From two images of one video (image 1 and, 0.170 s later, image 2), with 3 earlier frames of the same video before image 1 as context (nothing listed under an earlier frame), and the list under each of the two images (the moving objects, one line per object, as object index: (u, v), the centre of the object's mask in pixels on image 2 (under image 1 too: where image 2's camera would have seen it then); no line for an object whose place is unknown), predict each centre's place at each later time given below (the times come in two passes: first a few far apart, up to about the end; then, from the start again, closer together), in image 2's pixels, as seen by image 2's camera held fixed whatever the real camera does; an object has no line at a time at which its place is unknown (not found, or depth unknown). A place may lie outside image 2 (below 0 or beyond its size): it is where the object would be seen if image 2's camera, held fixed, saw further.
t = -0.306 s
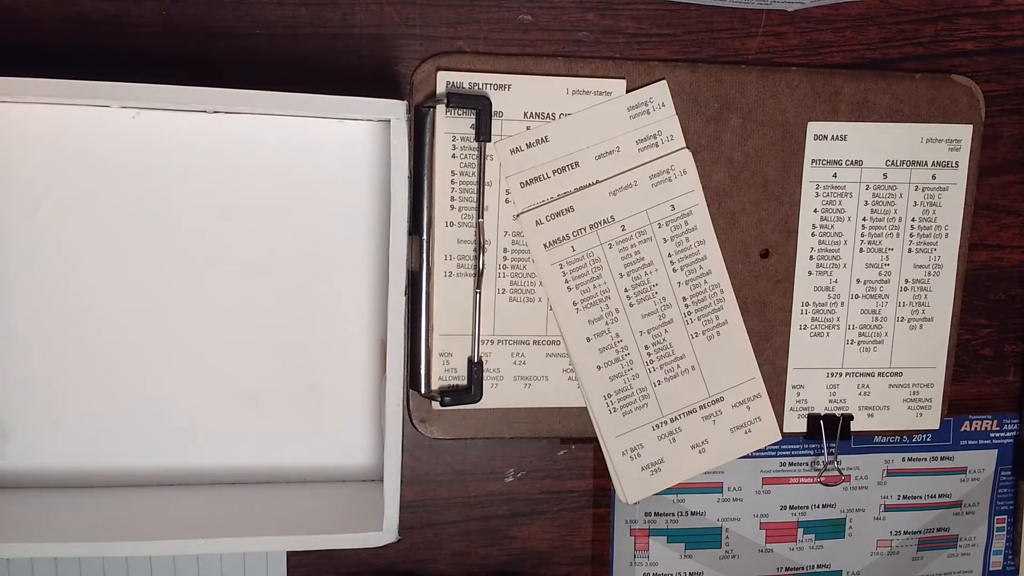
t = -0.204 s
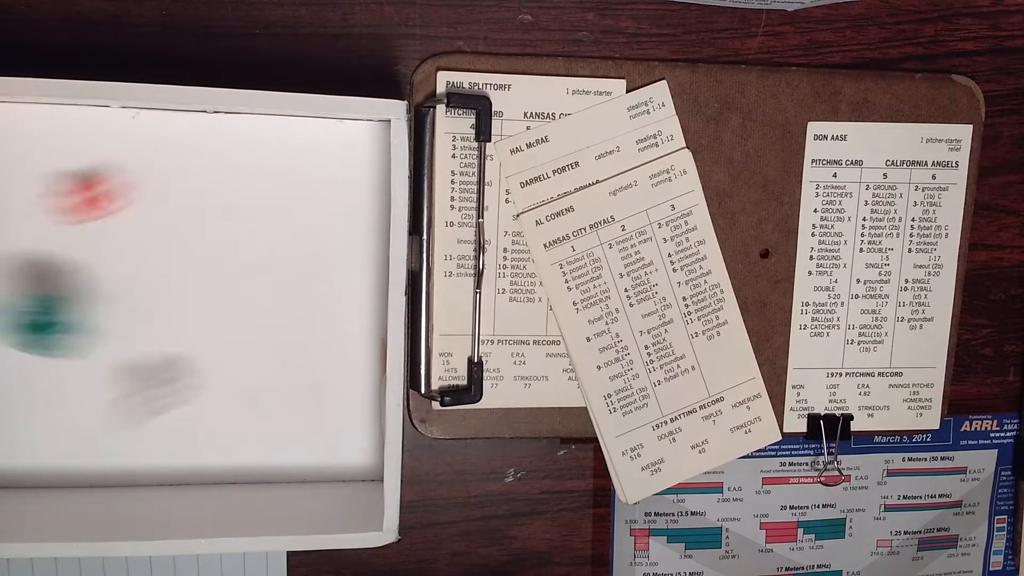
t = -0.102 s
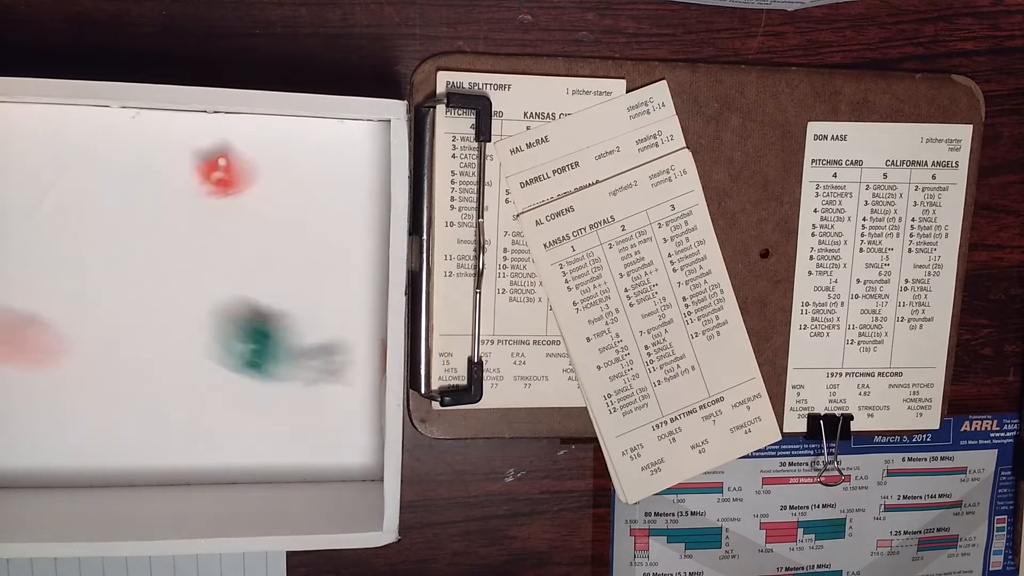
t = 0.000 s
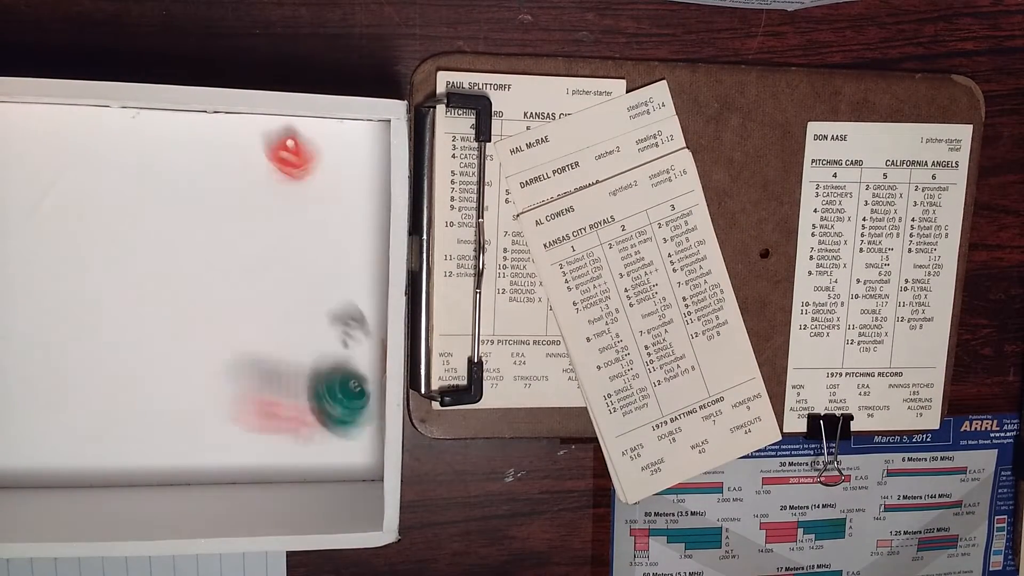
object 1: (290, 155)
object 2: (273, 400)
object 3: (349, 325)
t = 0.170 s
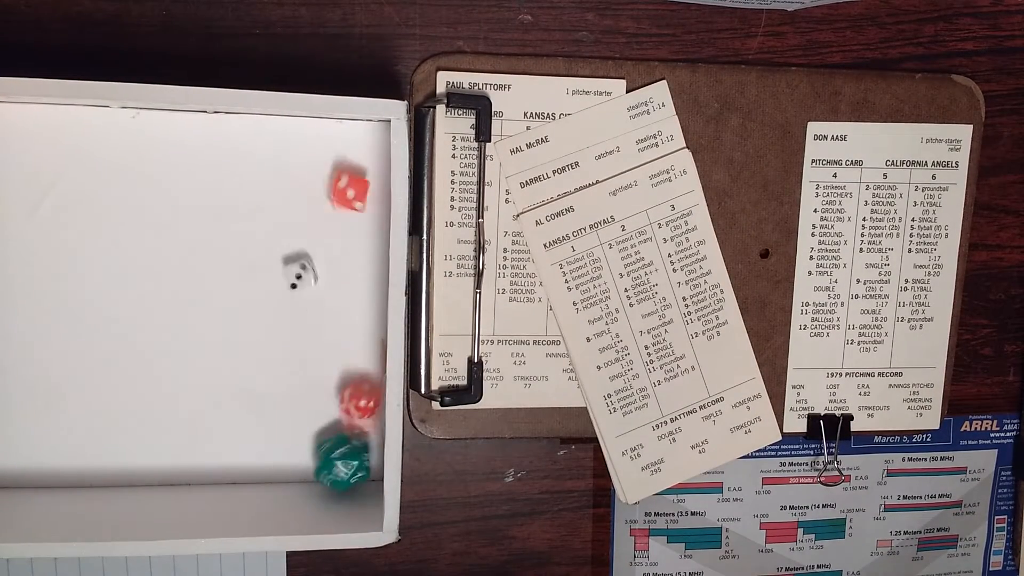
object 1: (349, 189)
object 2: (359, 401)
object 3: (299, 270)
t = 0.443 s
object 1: (342, 205)
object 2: (327, 330)
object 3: (300, 271)
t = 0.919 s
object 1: (342, 205)
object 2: (328, 332)
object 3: (300, 271)
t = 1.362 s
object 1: (342, 205)
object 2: (328, 332)
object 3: (300, 271)
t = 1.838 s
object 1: (342, 205)
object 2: (328, 332)
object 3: (300, 271)
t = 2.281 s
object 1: (342, 205)
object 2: (328, 332)
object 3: (300, 271)
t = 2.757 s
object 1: (342, 205)
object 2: (328, 331)
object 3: (300, 271)
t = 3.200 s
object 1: (342, 205)
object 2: (328, 332)
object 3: (300, 271)
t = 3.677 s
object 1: (342, 205)
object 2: (328, 331)
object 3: (300, 271)
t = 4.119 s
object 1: (342, 205)
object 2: (328, 331)
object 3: (300, 271)
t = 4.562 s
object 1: (342, 205)
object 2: (328, 331)
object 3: (300, 270)
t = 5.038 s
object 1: (342, 205)
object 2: (328, 331)
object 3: (300, 271)
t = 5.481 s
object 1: (342, 205)
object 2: (328, 331)
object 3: (300, 271)
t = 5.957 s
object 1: (342, 205)
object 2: (328, 331)
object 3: (300, 270)
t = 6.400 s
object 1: (342, 205)
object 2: (328, 331)
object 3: (300, 271)
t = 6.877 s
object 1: (343, 205)
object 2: (328, 331)
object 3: (300, 271)
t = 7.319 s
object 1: (343, 205)
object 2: (328, 331)
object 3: (300, 271)
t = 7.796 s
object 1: (342, 205)
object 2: (328, 331)
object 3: (300, 271)
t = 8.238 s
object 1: (342, 205)
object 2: (328, 331)
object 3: (300, 271)
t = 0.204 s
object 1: (347, 198)
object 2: (366, 380)
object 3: (299, 269)
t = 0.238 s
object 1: (345, 203)
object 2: (367, 372)
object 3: (300, 270)
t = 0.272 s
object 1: (343, 205)
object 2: (359, 357)
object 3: (300, 271)
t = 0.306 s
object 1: (342, 205)
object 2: (348, 344)
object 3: (300, 271)
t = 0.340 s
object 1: (342, 205)
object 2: (337, 335)
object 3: (300, 271)
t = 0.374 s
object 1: (342, 205)
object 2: (332, 330)
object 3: (300, 271)
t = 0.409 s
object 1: (342, 205)
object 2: (328, 329)
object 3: (300, 271)
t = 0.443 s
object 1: (342, 205)
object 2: (327, 330)
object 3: (300, 271)
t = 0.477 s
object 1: (342, 205)
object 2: (328, 331)
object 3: (300, 271)
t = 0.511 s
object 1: (342, 205)
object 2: (328, 331)
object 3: (300, 271)
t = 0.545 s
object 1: (342, 205)
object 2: (328, 332)
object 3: (300, 271)
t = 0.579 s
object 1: (342, 205)
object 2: (328, 332)
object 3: (300, 271)
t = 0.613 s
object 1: (342, 205)
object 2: (328, 331)
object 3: (300, 271)
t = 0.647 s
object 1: (342, 205)
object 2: (328, 332)
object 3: (300, 271)
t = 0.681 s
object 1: (342, 205)
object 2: (328, 332)
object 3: (300, 271)
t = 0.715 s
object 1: (342, 205)
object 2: (328, 332)
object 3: (300, 271)
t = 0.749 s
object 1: (342, 205)
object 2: (328, 332)
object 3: (300, 271)
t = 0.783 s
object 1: (342, 205)
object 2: (328, 331)
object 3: (300, 271)
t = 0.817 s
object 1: (342, 205)
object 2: (328, 332)
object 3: (300, 271)
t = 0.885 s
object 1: (342, 205)
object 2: (328, 332)
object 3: (300, 271)
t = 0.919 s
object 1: (342, 205)
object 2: (328, 332)
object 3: (300, 271)
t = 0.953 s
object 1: (342, 205)
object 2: (328, 332)
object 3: (300, 271)
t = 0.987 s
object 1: (342, 205)
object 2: (328, 332)
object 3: (300, 271)
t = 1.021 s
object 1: (342, 205)
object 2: (328, 332)
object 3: (300, 271)
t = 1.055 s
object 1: (342, 205)
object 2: (328, 332)
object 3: (300, 271)
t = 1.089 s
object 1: (342, 205)
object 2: (328, 331)
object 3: (300, 271)
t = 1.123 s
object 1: (342, 205)
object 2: (328, 332)
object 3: (300, 271)
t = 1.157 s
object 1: (342, 205)
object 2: (328, 332)
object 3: (300, 271)
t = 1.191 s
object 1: (342, 205)
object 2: (328, 332)
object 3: (300, 271)
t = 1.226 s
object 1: (342, 205)
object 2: (328, 332)
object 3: (300, 271)
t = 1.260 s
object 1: (342, 205)
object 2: (328, 332)
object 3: (300, 271)
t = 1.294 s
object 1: (342, 205)
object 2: (328, 332)
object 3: (300, 271)
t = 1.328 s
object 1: (342, 205)
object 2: (328, 332)
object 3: (300, 271)
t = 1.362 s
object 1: (342, 205)
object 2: (328, 332)
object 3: (300, 271)
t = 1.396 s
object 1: (342, 205)
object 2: (328, 332)
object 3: (300, 271)
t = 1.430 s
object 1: (342, 205)
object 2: (328, 332)
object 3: (300, 271)
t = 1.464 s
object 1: (342, 205)
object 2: (328, 332)
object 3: (300, 271)
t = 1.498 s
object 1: (342, 205)
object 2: (328, 332)
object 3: (300, 271)
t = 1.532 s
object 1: (342, 205)
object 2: (328, 332)
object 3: (300, 271)
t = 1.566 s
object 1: (342, 205)
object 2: (328, 331)
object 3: (300, 271)
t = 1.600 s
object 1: (342, 205)
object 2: (328, 331)
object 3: (300, 271)
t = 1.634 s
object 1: (342, 205)
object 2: (328, 332)
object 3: (300, 271)
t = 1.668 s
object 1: (342, 205)
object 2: (328, 331)
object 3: (300, 271)
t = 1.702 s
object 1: (342, 205)
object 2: (328, 332)
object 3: (300, 271)
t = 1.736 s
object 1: (342, 205)
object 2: (328, 332)
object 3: (300, 271)
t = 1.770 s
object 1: (342, 205)
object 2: (328, 332)
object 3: (300, 271)
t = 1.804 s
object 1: (342, 205)
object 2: (328, 332)
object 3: (300, 271)
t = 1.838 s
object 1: (342, 205)
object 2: (328, 332)
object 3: (300, 271)
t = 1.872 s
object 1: (342, 205)
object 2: (328, 332)
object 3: (300, 271)
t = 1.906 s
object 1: (342, 205)
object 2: (328, 332)
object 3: (300, 271)
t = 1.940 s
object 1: (342, 205)
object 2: (328, 331)
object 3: (300, 271)
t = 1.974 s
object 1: (342, 205)
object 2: (328, 332)
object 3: (300, 271)
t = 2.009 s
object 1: (342, 205)
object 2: (328, 331)
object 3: (300, 271)
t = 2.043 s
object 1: (342, 205)
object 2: (328, 332)
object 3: (300, 271)
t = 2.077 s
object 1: (342, 205)
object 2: (328, 332)
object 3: (300, 271)
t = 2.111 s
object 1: (342, 205)
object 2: (328, 332)
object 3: (300, 271)
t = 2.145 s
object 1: (342, 205)
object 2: (328, 332)
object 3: (300, 271)
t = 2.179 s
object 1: (342, 205)
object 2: (328, 331)
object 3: (300, 271)
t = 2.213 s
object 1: (342, 205)
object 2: (328, 332)
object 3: (300, 271)
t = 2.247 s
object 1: (342, 205)
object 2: (328, 332)
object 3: (300, 271)
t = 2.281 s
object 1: (342, 205)
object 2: (328, 332)
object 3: (300, 271)
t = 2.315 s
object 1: (342, 205)
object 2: (328, 332)
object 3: (300, 271)
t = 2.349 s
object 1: (342, 205)
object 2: (328, 331)
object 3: (300, 271)
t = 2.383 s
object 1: (342, 205)
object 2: (328, 332)
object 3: (300, 271)
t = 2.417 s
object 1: (342, 205)
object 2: (328, 332)
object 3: (300, 271)
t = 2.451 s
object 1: (342, 205)
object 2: (328, 331)
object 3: (300, 271)
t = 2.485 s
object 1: (342, 205)
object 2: (328, 332)
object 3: (300, 271)
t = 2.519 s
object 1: (342, 205)
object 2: (328, 332)
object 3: (300, 271)
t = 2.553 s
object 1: (342, 205)
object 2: (328, 331)
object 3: (300, 271)
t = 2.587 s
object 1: (342, 205)
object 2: (328, 331)
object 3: (300, 271)
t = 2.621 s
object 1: (342, 205)
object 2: (328, 331)
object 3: (300, 271)
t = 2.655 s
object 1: (342, 205)
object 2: (328, 332)
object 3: (300, 271)
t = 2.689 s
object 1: (342, 205)
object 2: (328, 331)
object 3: (300, 271)
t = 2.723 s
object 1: (342, 205)
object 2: (328, 331)
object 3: (300, 271)
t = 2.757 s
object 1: (342, 205)
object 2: (328, 331)
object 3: (300, 271)
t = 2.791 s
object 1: (342, 205)
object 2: (328, 331)
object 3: (300, 271)
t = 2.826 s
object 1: (342, 205)
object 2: (328, 331)
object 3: (300, 271)
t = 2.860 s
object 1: (342, 205)
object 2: (328, 332)
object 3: (300, 271)
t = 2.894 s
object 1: (342, 205)
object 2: (328, 331)
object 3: (300, 271)
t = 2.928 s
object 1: (342, 205)
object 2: (328, 332)
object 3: (300, 271)
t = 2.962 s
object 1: (342, 205)
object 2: (328, 331)
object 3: (300, 271)
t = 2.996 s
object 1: (342, 205)
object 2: (328, 332)
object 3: (300, 271)
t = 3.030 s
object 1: (342, 205)
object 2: (328, 331)
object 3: (300, 271)
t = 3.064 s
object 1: (342, 205)
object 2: (328, 332)
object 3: (300, 271)
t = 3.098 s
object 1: (342, 205)
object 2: (328, 332)
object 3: (300, 271)
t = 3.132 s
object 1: (342, 205)
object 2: (328, 332)
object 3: (300, 271)
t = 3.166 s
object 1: (342, 205)
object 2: (328, 332)
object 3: (300, 271)
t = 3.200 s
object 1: (342, 205)
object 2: (328, 332)
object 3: (300, 271)
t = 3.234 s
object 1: (343, 205)
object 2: (328, 332)
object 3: (300, 271)
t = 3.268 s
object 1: (342, 205)
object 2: (328, 331)
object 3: (300, 271)
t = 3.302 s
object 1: (342, 205)
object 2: (328, 331)
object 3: (300, 271)
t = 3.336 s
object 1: (342, 205)
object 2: (328, 331)
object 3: (300, 271)
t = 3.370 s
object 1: (342, 205)
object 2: (328, 331)
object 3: (300, 271)
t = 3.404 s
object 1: (342, 205)
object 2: (328, 331)
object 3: (300, 271)
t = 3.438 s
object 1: (342, 205)
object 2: (328, 331)
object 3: (300, 271)
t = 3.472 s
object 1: (342, 205)
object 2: (328, 331)
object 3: (300, 271)
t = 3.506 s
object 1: (342, 205)
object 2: (328, 331)
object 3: (300, 271)
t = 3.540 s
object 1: (342, 205)
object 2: (328, 331)
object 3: (300, 271)
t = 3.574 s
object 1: (342, 205)
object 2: (328, 331)
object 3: (300, 271)
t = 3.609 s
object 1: (342, 205)
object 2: (328, 331)
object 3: (300, 271)
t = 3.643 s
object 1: (342, 205)
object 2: (328, 331)
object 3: (300, 271)
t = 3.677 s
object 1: (342, 205)
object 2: (328, 331)
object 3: (300, 271)
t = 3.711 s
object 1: (342, 205)
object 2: (328, 331)
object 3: (300, 271)
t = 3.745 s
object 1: (342, 205)
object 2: (328, 331)
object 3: (300, 271)
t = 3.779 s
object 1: (342, 205)
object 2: (328, 331)
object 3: (300, 271)
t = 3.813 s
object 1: (342, 205)
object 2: (328, 331)
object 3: (300, 271)
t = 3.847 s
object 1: (342, 205)
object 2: (328, 331)
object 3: (300, 271)
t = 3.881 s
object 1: (342, 205)
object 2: (328, 331)
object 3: (300, 271)
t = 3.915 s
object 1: (342, 205)
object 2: (328, 331)
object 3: (300, 271)
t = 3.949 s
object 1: (342, 205)
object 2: (328, 331)
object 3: (300, 271)
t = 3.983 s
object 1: (342, 205)
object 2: (328, 331)
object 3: (300, 271)
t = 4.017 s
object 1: (342, 205)
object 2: (328, 331)
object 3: (300, 271)
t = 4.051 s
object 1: (343, 205)
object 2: (328, 331)
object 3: (300, 271)
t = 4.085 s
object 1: (342, 205)
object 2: (328, 331)
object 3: (300, 270)
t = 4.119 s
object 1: (342, 205)
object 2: (328, 331)
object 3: (300, 271)
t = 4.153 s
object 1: (342, 205)
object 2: (328, 331)
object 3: (300, 271)
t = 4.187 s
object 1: (342, 205)
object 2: (328, 331)
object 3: (300, 271)
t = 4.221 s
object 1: (342, 205)
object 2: (328, 331)
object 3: (300, 271)
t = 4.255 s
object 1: (342, 205)
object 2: (328, 331)
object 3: (300, 271)
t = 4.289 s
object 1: (342, 205)
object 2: (328, 331)
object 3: (300, 271)
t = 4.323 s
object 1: (342, 205)
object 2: (328, 331)
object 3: (300, 271)
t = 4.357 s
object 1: (342, 205)
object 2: (328, 331)
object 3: (300, 271)
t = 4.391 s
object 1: (342, 205)
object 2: (328, 331)
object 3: (300, 271)
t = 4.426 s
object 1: (342, 205)
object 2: (328, 331)
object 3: (300, 271)
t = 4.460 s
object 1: (342, 205)
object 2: (328, 331)
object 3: (300, 271)
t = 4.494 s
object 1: (342, 205)
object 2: (328, 331)
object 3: (300, 271)
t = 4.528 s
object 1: (342, 205)
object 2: (328, 331)
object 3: (300, 271)
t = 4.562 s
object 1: (342, 205)
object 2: (328, 331)
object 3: (300, 270)
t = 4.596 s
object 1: (342, 205)
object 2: (328, 331)
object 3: (300, 270)
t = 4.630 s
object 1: (342, 205)
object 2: (328, 331)
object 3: (300, 271)
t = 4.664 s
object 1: (342, 205)
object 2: (328, 331)
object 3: (300, 271)
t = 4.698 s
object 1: (342, 205)
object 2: (328, 331)
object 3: (300, 271)
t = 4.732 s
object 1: (342, 205)
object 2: (328, 331)
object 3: (300, 271)
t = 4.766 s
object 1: (342, 205)
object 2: (328, 331)
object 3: (300, 271)
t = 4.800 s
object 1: (342, 205)
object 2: (328, 331)
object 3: (300, 271)
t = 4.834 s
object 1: (342, 205)
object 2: (328, 331)
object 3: (300, 270)
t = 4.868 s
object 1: (342, 205)
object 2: (328, 331)
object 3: (300, 270)
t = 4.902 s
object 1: (342, 205)
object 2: (328, 331)
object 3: (300, 271)
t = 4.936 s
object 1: (342, 205)
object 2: (328, 331)
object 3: (300, 271)
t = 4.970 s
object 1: (342, 205)
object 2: (328, 331)
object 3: (300, 271)
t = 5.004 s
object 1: (342, 205)
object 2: (328, 331)
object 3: (300, 271)
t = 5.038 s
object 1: (342, 205)
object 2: (328, 331)
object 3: (300, 271)
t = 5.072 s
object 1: (342, 205)
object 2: (328, 331)
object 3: (300, 271)
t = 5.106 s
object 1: (342, 205)
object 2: (328, 331)
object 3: (300, 271)
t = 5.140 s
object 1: (342, 205)
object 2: (328, 331)
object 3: (300, 271)
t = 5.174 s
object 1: (342, 205)
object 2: (328, 331)
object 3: (300, 271)
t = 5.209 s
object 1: (342, 205)
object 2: (328, 331)
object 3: (300, 271)
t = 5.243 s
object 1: (342, 205)
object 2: (328, 331)
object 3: (300, 271)
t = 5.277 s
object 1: (342, 205)
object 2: (328, 331)
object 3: (300, 271)
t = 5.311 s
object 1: (342, 205)
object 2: (328, 331)
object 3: (300, 271)
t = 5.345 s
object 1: (342, 205)
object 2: (328, 331)
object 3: (300, 271)
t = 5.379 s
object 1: (342, 205)
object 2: (328, 331)
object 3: (300, 271)
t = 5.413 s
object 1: (342, 205)
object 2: (328, 331)
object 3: (300, 271)
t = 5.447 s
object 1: (342, 205)
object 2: (328, 331)
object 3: (300, 271)
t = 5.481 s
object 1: (342, 205)
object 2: (328, 331)
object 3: (300, 271)
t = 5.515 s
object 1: (342, 205)
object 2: (328, 331)
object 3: (300, 271)
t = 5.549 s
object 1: (342, 205)
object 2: (328, 331)
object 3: (300, 271)
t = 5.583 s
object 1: (342, 205)
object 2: (328, 331)
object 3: (300, 271)
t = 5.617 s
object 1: (342, 205)
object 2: (328, 331)
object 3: (300, 271)
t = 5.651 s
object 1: (342, 205)
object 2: (328, 331)
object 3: (300, 271)
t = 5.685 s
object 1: (342, 205)
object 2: (328, 331)
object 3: (300, 271)
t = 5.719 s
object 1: (342, 205)
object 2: (328, 331)
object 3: (300, 271)
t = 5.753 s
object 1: (342, 205)
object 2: (328, 331)
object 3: (300, 271)
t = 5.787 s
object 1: (342, 205)
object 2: (328, 331)
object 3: (300, 271)
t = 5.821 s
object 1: (342, 205)
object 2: (328, 331)
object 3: (300, 271)
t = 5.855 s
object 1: (342, 205)
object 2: (328, 331)
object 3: (300, 270)
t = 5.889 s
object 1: (342, 205)
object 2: (328, 331)
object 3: (300, 271)
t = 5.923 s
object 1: (342, 205)
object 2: (328, 331)
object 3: (300, 271)
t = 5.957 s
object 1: (342, 205)
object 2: (328, 331)
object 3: (300, 270)
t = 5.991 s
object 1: (342, 205)
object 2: (328, 331)
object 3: (300, 270)
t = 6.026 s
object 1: (342, 205)
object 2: (328, 331)
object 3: (300, 270)
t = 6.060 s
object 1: (342, 205)
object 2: (328, 331)
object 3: (300, 270)
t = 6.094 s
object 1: (342, 205)
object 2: (328, 331)
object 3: (300, 270)
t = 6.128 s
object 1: (342, 205)
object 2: (328, 331)
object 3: (300, 270)
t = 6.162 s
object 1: (342, 205)
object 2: (328, 331)
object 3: (300, 271)
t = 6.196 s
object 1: (342, 205)
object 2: (328, 331)
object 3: (300, 271)
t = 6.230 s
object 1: (342, 205)
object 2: (328, 331)
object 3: (300, 271)
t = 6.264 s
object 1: (342, 205)
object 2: (328, 331)
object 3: (300, 270)
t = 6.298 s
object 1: (342, 205)
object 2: (328, 331)
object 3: (300, 271)
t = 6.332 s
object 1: (343, 205)
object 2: (328, 331)
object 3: (300, 271)
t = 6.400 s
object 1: (342, 205)
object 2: (328, 331)
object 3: (300, 271)
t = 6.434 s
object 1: (343, 205)
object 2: (328, 331)
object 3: (300, 271)
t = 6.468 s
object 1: (342, 205)
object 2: (328, 331)
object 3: (300, 271)
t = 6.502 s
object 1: (343, 205)
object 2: (328, 331)
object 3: (300, 271)
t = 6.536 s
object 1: (342, 205)
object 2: (328, 331)
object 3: (300, 271)
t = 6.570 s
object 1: (343, 205)
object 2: (328, 331)
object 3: (300, 271)
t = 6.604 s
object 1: (343, 205)
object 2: (328, 331)
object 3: (300, 271)
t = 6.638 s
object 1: (343, 205)
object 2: (328, 331)
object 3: (300, 271)
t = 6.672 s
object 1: (343, 205)
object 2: (328, 331)
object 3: (300, 271)
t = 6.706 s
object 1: (343, 205)
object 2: (328, 331)
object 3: (300, 271)
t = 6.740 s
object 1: (343, 205)
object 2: (328, 331)
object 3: (300, 271)
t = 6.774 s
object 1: (343, 205)
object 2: (328, 331)
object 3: (300, 271)
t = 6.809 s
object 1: (343, 205)
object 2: (328, 331)
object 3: (300, 271)
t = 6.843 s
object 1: (343, 205)
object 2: (328, 331)
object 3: (300, 271)
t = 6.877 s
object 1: (343, 205)
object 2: (328, 331)
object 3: (300, 271)
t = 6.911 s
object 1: (342, 205)
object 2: (328, 331)
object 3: (300, 271)
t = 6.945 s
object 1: (343, 205)
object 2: (328, 331)
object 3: (300, 271)
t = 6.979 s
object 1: (343, 205)
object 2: (328, 331)
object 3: (300, 271)
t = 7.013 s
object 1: (343, 205)
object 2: (328, 331)
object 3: (300, 271)
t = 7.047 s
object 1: (343, 205)
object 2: (328, 331)
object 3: (300, 271)
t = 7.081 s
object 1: (343, 205)
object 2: (328, 331)
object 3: (300, 271)
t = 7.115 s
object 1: (343, 205)
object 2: (328, 331)
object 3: (300, 271)
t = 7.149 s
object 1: (343, 205)
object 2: (328, 331)
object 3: (300, 271)
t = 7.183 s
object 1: (343, 205)
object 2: (328, 331)
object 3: (300, 270)
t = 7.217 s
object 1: (343, 205)
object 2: (328, 331)
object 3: (300, 270)
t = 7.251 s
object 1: (343, 205)
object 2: (328, 331)
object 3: (300, 271)
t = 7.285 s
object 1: (342, 205)
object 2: (328, 331)
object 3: (300, 271)
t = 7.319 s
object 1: (343, 205)
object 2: (328, 331)
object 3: (300, 271)
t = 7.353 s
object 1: (343, 205)
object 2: (328, 331)
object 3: (300, 271)
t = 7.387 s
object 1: (343, 205)
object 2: (328, 331)
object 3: (300, 270)
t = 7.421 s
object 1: (343, 205)
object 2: (328, 331)
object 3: (300, 270)
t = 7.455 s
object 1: (343, 205)
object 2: (328, 331)
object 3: (300, 271)
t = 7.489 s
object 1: (342, 205)
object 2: (328, 331)
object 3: (300, 271)
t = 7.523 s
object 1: (343, 205)
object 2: (328, 331)
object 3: (300, 271)
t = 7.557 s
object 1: (343, 205)
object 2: (328, 331)
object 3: (300, 271)
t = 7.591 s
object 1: (343, 205)
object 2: (328, 331)
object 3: (300, 270)
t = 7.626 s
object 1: (343, 205)
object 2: (328, 331)
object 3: (300, 270)
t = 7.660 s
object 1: (343, 205)
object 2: (328, 331)
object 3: (300, 271)
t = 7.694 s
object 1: (342, 205)
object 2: (328, 331)
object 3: (300, 271)
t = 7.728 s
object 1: (342, 205)
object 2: (328, 331)
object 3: (300, 271)
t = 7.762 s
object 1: (342, 205)
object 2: (328, 331)
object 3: (300, 271)
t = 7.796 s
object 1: (342, 205)
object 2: (328, 331)
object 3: (300, 271)
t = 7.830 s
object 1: (342, 205)
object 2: (328, 331)
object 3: (300, 271)
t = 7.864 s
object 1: (342, 205)
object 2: (328, 331)
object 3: (300, 271)
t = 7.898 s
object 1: (342, 205)
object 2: (328, 331)
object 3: (300, 271)
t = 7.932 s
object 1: (342, 205)
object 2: (328, 331)
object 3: (300, 271)
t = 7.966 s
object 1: (342, 205)
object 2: (328, 331)
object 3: (300, 271)
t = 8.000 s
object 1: (342, 205)
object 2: (328, 331)
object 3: (300, 271)
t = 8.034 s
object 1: (342, 205)
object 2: (328, 331)
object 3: (300, 271)
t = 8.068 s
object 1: (342, 205)
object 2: (328, 331)
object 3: (300, 271)
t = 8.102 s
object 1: (342, 205)
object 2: (328, 331)
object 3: (300, 271)
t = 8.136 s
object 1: (342, 205)
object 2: (328, 331)
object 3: (300, 271)
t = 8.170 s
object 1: (342, 205)
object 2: (328, 331)
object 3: (300, 271)
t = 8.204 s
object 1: (342, 205)
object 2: (328, 331)
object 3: (300, 271)
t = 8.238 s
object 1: (342, 205)
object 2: (328, 331)
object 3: (300, 271)
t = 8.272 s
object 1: (342, 205)
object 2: (328, 331)
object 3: (300, 271)
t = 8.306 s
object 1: (342, 205)
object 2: (328, 331)
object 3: (300, 271)
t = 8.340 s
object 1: (342, 205)
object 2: (328, 331)
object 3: (300, 271)
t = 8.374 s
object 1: (342, 205)
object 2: (328, 332)
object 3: (300, 271)
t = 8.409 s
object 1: (342, 205)
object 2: (328, 332)
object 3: (300, 271)
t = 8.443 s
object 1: (342, 205)
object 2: (328, 332)
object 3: (300, 271)
